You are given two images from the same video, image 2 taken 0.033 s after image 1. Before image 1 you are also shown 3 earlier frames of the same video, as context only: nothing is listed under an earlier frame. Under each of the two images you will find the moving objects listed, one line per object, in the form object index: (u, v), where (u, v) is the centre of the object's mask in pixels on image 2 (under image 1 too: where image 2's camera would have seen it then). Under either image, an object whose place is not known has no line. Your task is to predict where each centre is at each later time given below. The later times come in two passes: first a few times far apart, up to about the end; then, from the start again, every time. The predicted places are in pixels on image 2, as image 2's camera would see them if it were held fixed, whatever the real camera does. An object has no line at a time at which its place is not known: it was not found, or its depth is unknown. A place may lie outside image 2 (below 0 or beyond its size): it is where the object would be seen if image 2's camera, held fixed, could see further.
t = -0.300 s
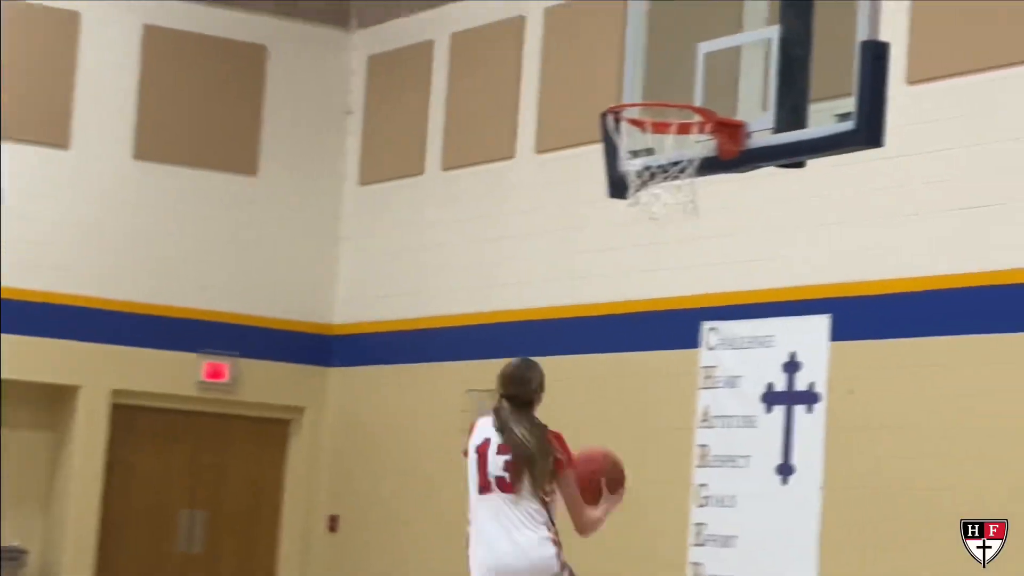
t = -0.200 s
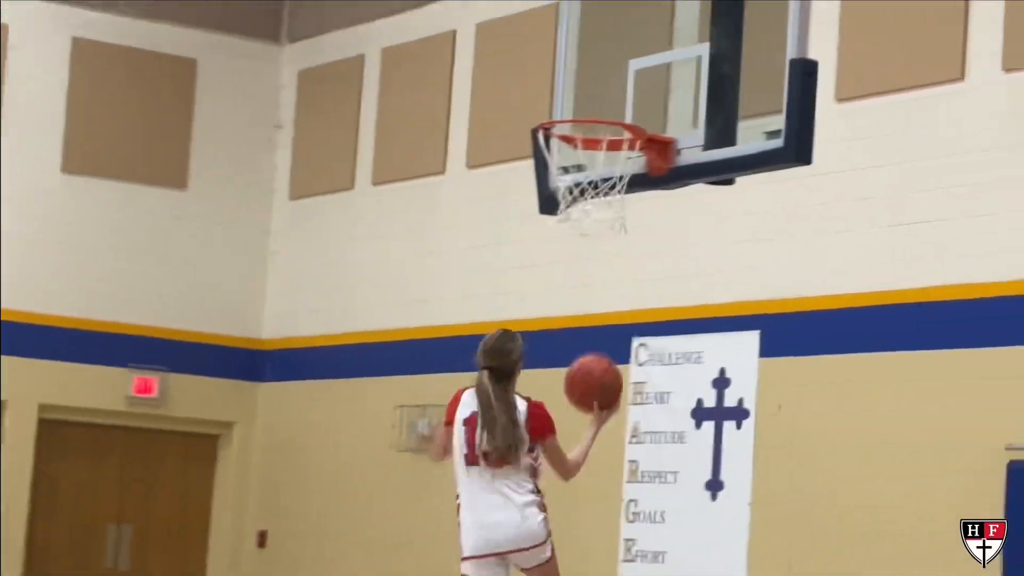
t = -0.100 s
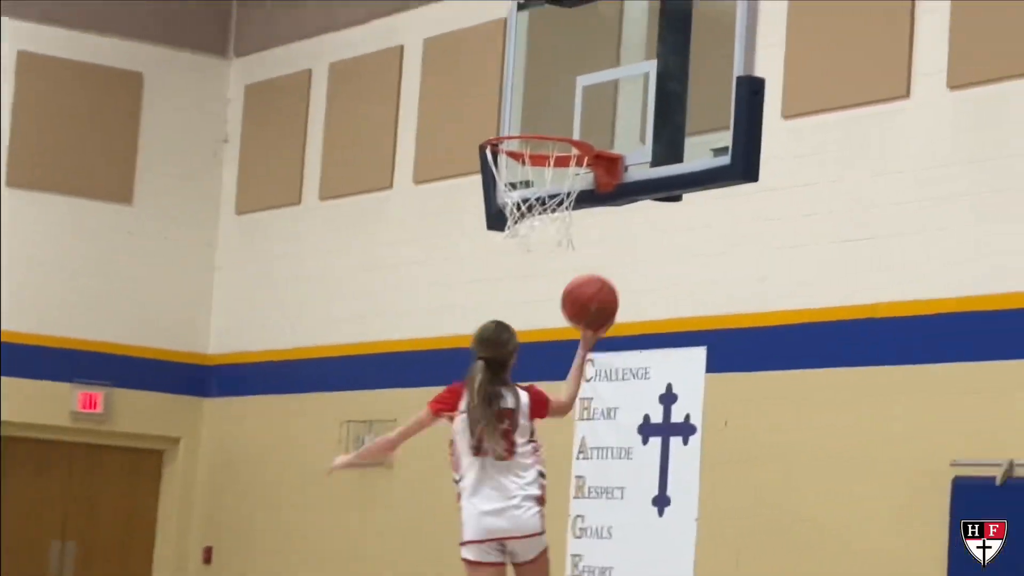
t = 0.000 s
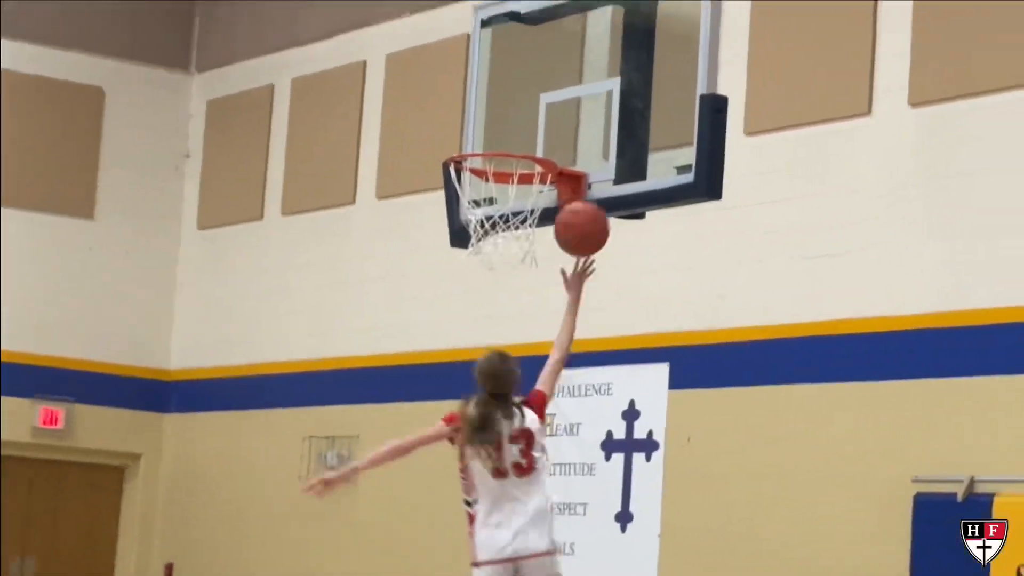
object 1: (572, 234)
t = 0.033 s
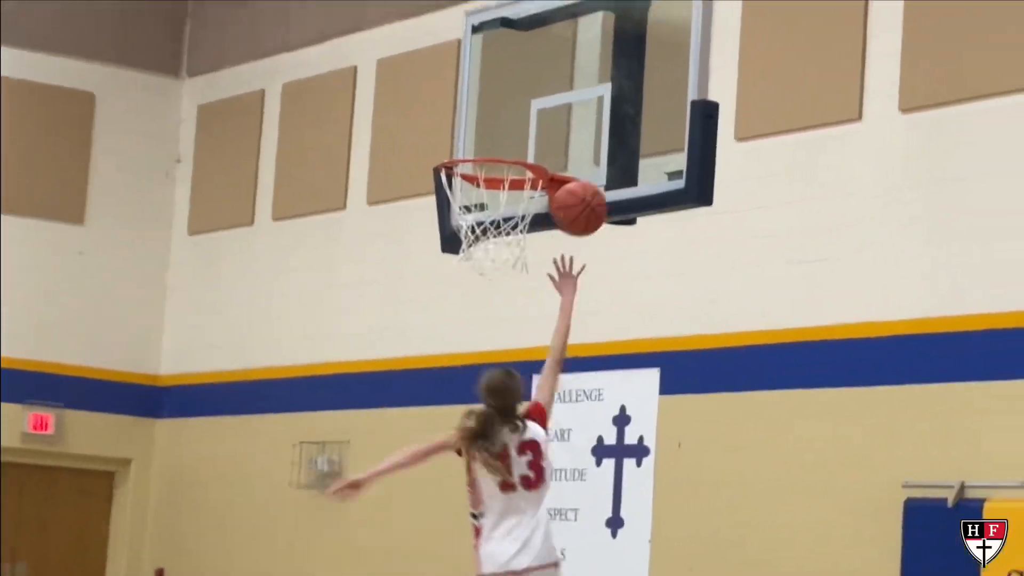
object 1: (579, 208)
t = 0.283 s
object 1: (571, 106)
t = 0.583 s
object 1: (470, 134)
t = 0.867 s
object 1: (474, 174)
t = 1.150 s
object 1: (494, 271)
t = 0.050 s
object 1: (581, 198)
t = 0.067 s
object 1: (587, 186)
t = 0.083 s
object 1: (590, 175)
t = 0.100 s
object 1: (592, 166)
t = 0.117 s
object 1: (595, 157)
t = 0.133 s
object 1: (598, 149)
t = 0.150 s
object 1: (601, 141)
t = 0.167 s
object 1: (604, 134)
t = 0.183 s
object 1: (607, 128)
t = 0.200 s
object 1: (606, 123)
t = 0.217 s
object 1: (599, 118)
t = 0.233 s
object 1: (592, 115)
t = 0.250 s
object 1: (585, 111)
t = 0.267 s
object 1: (578, 108)
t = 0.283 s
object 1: (571, 106)
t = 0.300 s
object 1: (564, 104)
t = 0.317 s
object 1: (557, 104)
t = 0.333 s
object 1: (550, 103)
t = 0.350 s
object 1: (544, 104)
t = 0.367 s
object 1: (536, 104)
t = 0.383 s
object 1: (530, 106)
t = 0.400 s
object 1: (522, 108)
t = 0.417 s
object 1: (516, 110)
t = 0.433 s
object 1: (509, 114)
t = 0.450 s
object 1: (501, 117)
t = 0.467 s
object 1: (494, 122)
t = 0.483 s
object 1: (487, 127)
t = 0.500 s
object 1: (479, 133)
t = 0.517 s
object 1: (473, 138)
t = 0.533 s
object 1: (472, 137)
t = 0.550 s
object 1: (471, 135)
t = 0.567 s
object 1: (471, 134)
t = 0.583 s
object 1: (470, 134)
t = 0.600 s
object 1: (469, 134)
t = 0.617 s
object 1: (468, 134)
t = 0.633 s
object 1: (467, 135)
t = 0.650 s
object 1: (466, 137)
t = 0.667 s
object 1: (465, 138)
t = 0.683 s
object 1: (464, 140)
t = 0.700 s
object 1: (464, 142)
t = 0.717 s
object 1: (464, 142)
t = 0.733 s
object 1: (465, 142)
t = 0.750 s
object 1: (466, 143)
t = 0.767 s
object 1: (467, 144)
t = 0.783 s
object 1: (468, 146)
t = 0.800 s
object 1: (469, 156)
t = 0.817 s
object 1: (471, 162)
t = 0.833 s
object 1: (471, 166)
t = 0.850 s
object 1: (472, 169)
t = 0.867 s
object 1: (474, 174)
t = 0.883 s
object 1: (475, 181)
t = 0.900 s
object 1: (475, 186)
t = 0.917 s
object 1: (477, 189)
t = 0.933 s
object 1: (480, 198)
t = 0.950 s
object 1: (481, 203)
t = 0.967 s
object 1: (480, 216)
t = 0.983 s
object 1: (481, 224)
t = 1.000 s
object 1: (483, 230)
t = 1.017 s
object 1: (484, 237)
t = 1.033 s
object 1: (485, 241)
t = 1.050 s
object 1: (487, 245)
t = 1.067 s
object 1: (489, 250)
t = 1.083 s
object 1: (490, 257)
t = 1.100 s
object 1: (491, 260)
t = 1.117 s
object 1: (492, 264)
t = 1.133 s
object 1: (493, 267)
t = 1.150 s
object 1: (494, 271)
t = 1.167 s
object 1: (496, 276)
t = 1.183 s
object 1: (498, 281)
